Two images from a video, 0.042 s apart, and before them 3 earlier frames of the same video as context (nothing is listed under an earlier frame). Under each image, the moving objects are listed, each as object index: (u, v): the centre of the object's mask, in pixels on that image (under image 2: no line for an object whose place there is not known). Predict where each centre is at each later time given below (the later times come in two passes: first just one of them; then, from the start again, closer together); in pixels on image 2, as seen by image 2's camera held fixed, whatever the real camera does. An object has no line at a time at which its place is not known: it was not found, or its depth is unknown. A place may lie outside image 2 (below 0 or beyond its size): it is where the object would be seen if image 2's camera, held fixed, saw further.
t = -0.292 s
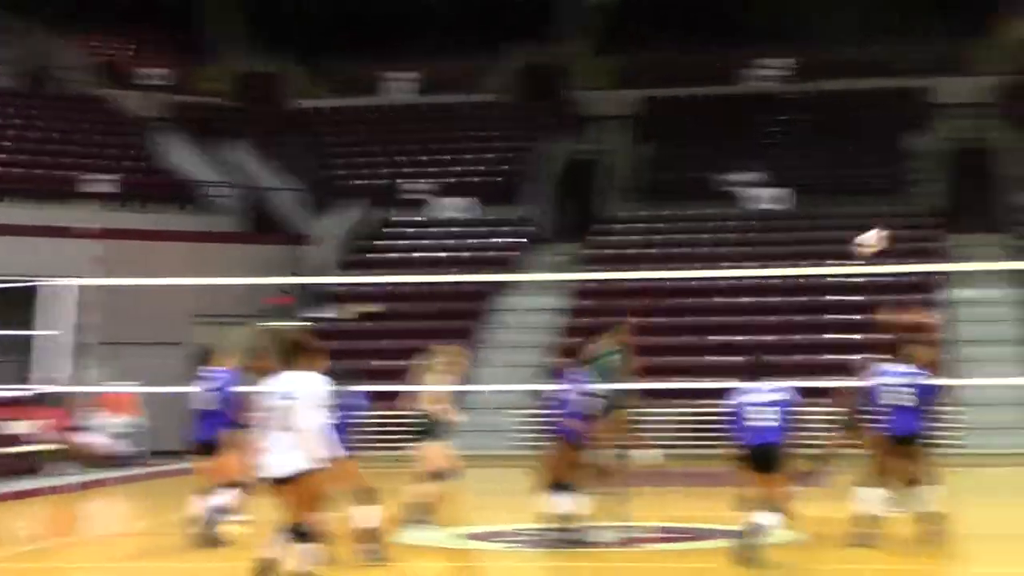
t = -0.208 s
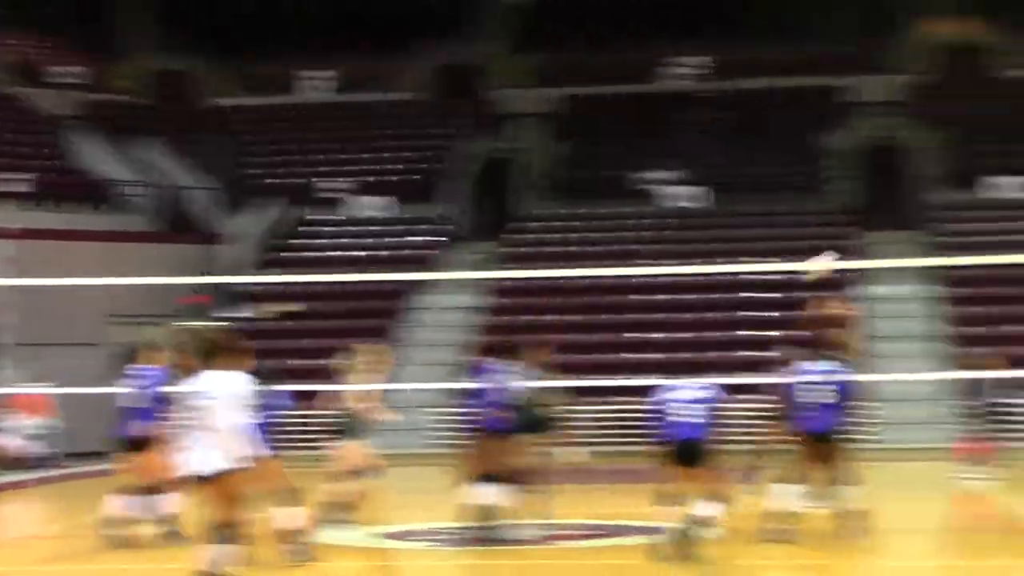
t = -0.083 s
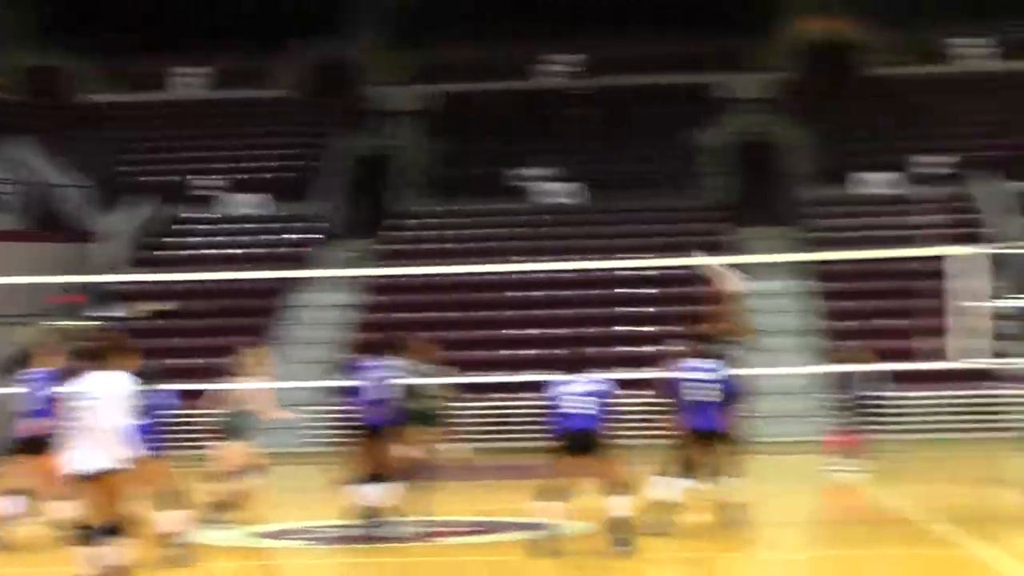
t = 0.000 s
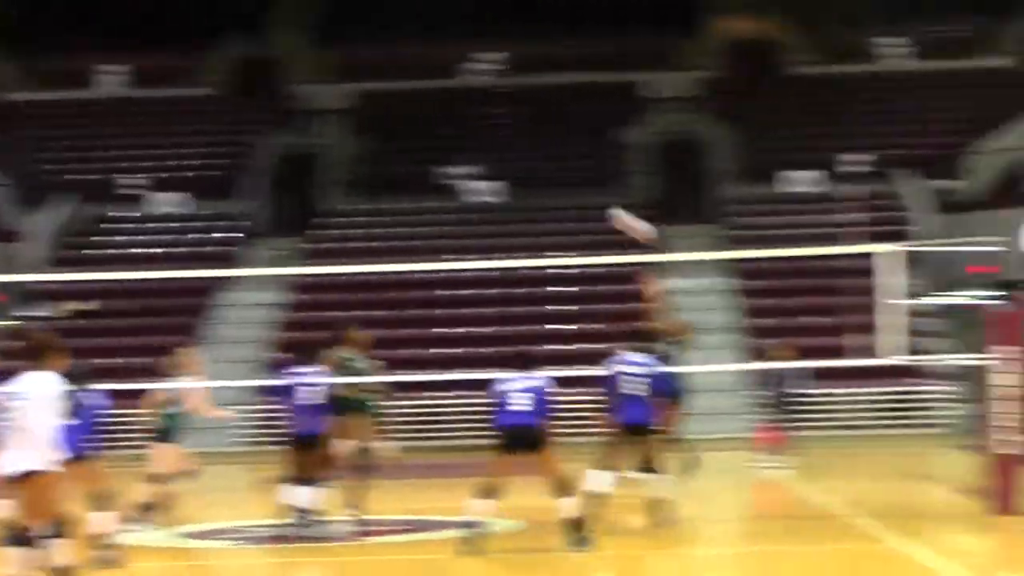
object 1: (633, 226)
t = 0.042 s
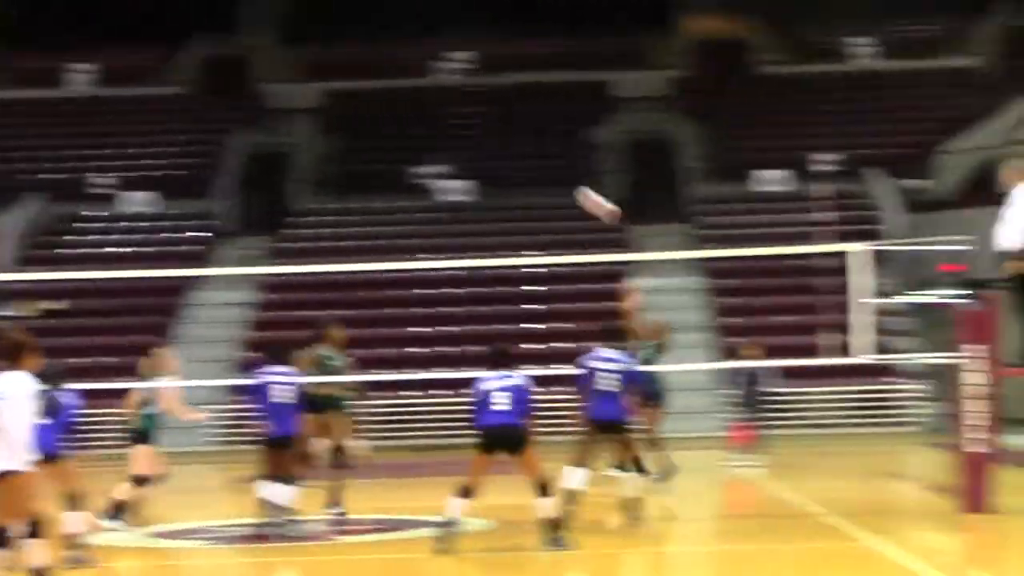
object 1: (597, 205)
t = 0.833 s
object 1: (485, 145)
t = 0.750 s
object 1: (496, 122)
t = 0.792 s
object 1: (490, 133)
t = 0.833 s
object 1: (485, 145)
